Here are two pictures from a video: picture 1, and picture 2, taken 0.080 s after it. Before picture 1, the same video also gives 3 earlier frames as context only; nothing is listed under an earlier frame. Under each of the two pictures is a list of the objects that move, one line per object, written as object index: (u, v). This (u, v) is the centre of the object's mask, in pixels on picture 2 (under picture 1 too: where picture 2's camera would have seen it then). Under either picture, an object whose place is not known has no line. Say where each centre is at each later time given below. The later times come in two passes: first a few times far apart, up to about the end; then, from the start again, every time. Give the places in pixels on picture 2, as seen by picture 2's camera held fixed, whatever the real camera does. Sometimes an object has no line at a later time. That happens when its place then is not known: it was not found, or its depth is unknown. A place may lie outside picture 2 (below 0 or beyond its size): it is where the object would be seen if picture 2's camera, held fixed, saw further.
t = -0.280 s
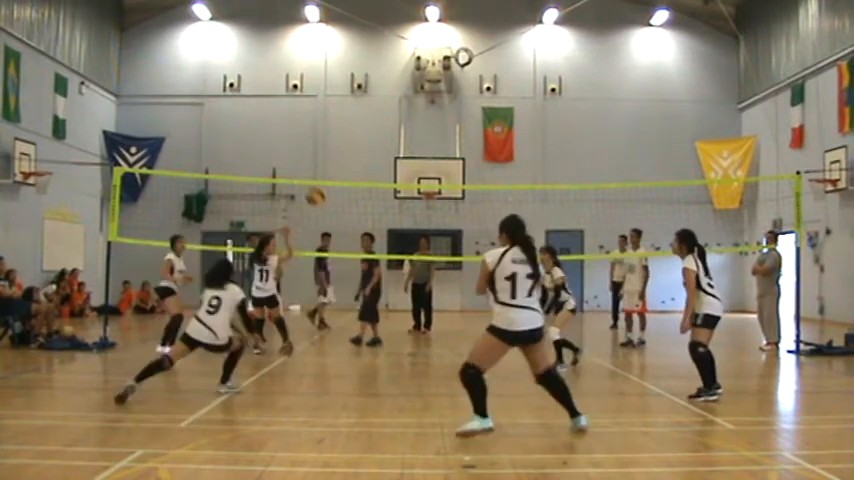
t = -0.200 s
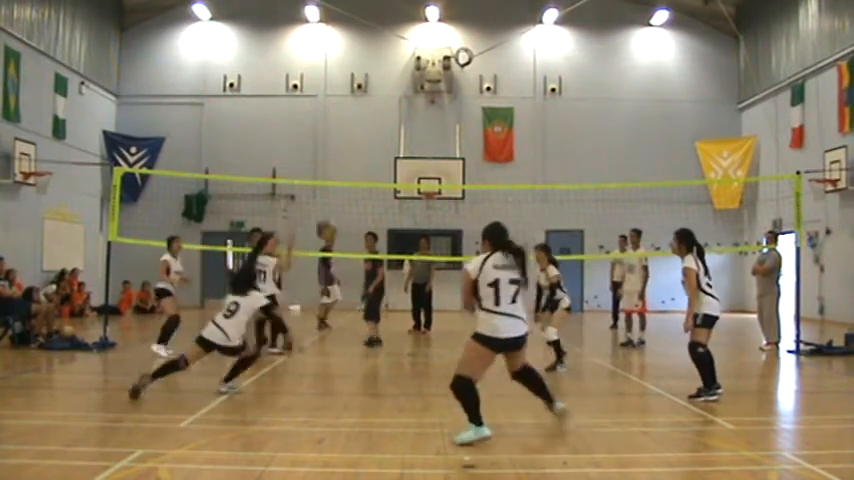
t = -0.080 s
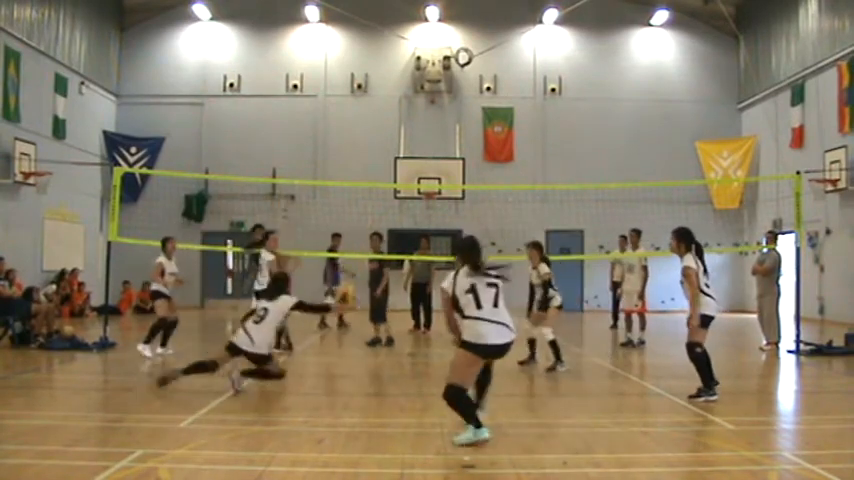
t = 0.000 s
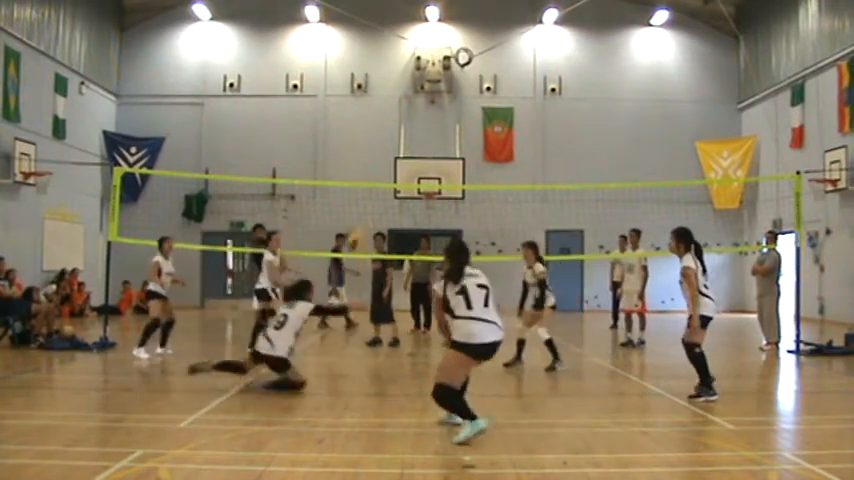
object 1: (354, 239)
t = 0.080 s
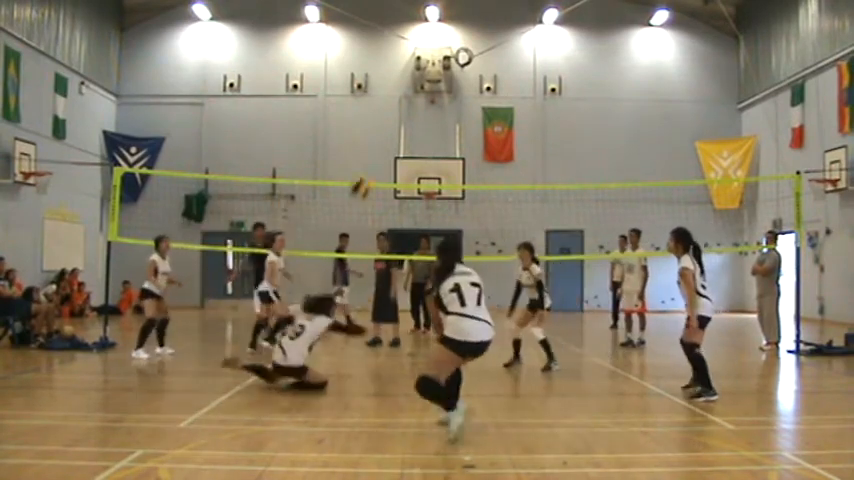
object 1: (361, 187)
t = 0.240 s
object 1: (370, 110)
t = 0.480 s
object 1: (386, 54)
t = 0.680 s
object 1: (395, 49)
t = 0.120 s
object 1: (362, 164)
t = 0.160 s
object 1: (367, 145)
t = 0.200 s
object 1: (369, 127)
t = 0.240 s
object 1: (370, 110)
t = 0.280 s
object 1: (376, 99)
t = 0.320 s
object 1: (378, 85)
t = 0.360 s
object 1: (380, 74)
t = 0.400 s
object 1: (382, 66)
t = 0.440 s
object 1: (384, 59)
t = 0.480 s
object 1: (386, 54)
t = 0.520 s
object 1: (388, 51)
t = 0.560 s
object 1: (390, 48)
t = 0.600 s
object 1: (391, 47)
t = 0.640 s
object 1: (393, 48)
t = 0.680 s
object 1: (395, 49)
